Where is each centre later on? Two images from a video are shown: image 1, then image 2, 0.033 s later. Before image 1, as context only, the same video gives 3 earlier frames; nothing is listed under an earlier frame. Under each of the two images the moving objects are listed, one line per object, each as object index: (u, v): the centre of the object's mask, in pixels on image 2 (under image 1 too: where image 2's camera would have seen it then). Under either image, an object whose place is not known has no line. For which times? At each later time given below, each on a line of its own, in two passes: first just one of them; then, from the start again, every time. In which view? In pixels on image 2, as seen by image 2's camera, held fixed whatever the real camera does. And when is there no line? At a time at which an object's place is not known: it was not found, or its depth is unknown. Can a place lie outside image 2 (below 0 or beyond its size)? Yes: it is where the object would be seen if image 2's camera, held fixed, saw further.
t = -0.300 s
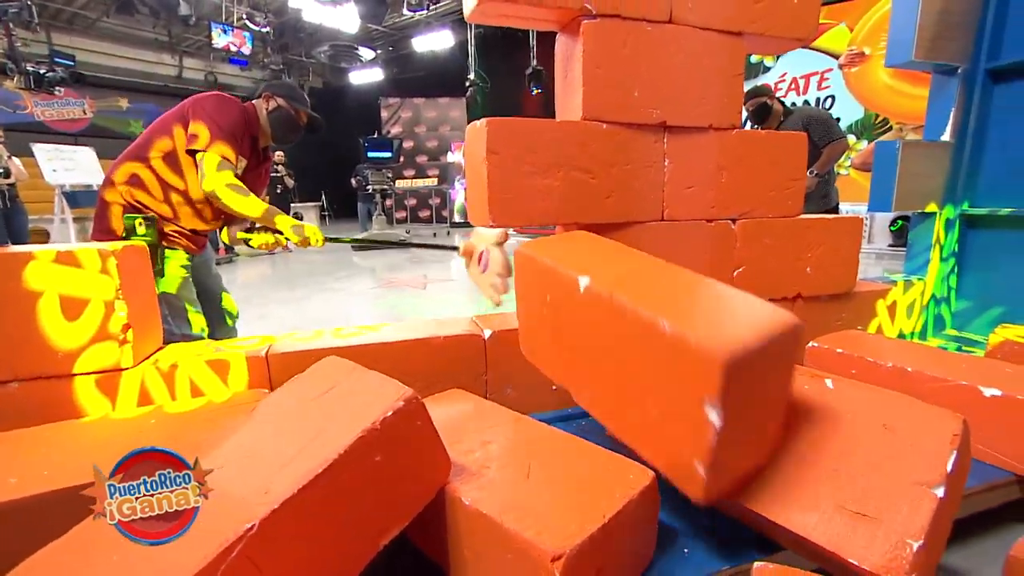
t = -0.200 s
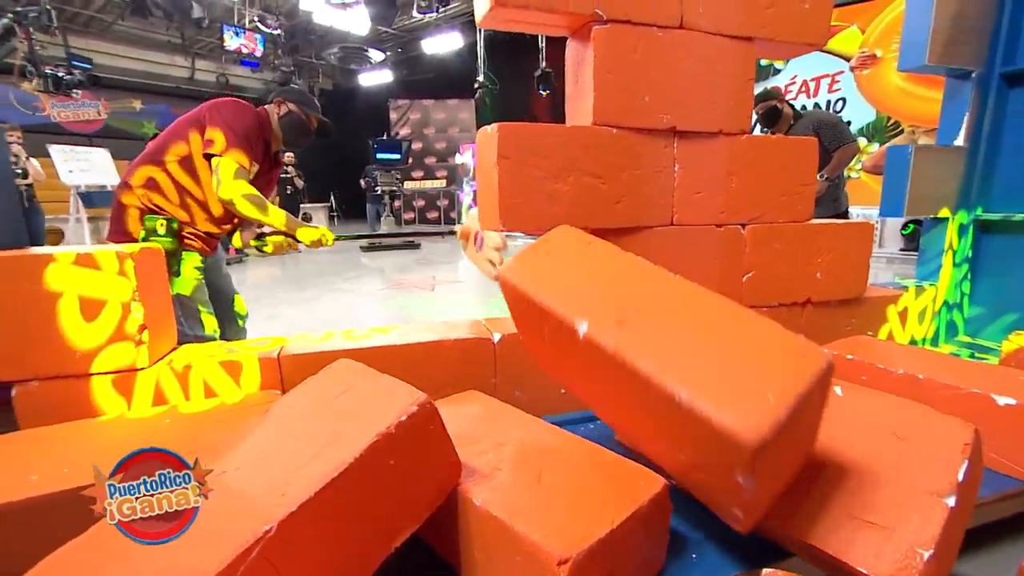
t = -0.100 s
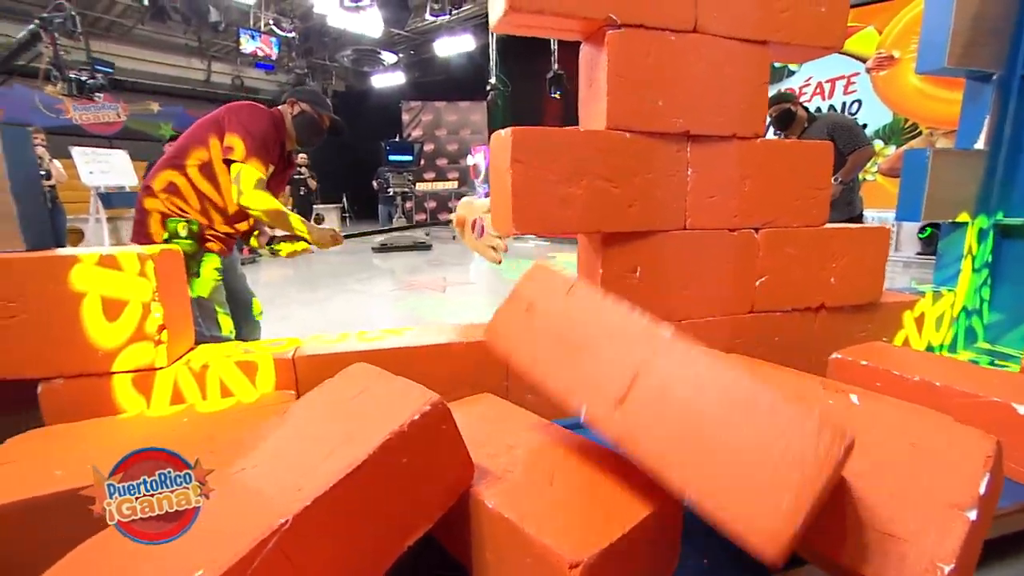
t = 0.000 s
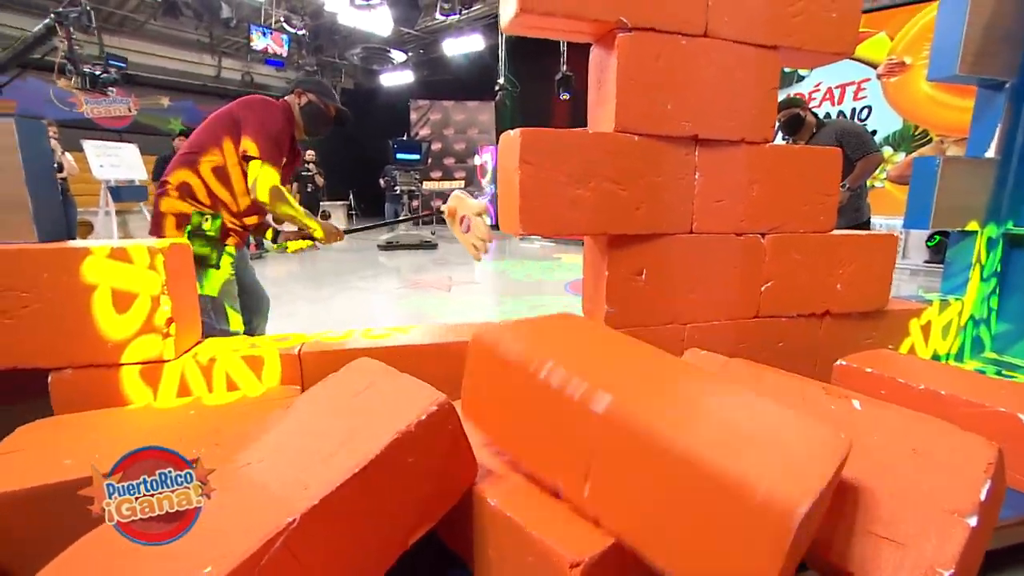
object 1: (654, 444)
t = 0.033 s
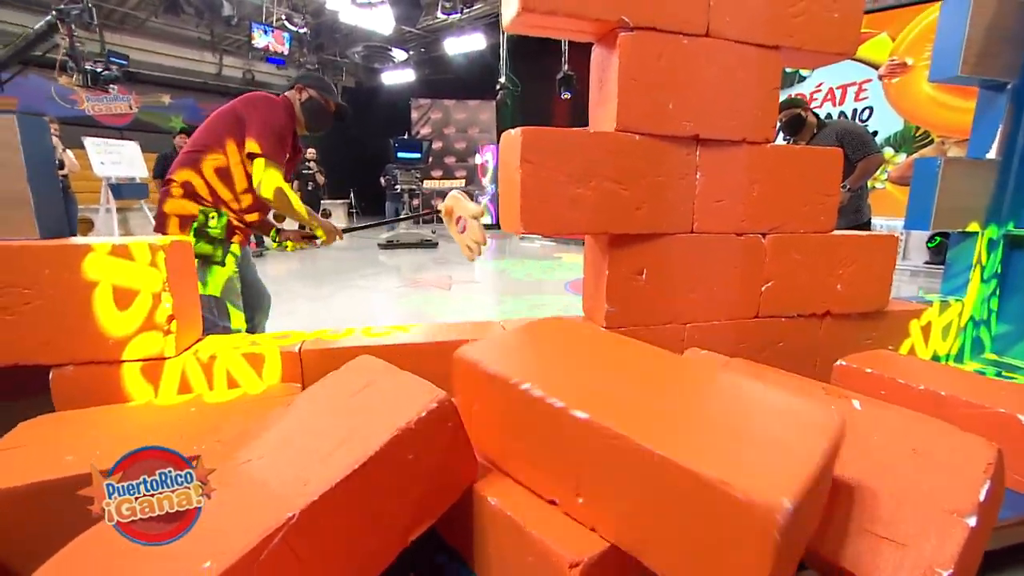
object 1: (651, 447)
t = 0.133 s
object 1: (643, 451)
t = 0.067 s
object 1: (652, 446)
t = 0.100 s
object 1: (648, 447)
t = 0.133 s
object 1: (643, 451)
